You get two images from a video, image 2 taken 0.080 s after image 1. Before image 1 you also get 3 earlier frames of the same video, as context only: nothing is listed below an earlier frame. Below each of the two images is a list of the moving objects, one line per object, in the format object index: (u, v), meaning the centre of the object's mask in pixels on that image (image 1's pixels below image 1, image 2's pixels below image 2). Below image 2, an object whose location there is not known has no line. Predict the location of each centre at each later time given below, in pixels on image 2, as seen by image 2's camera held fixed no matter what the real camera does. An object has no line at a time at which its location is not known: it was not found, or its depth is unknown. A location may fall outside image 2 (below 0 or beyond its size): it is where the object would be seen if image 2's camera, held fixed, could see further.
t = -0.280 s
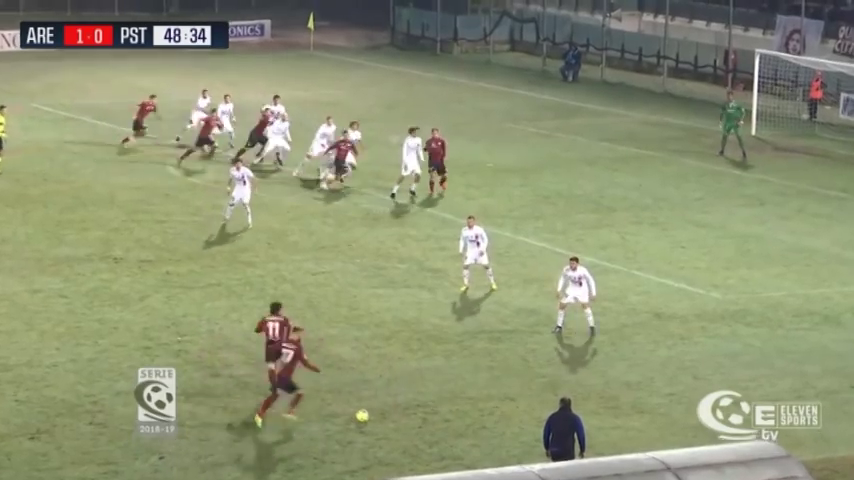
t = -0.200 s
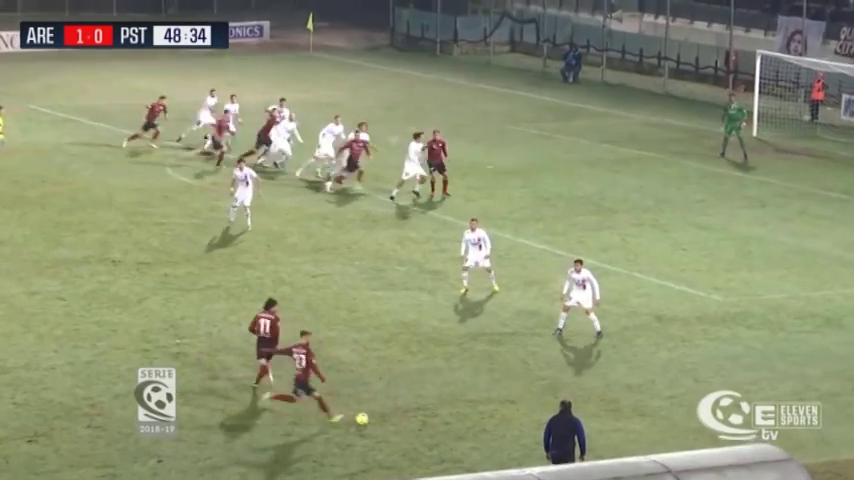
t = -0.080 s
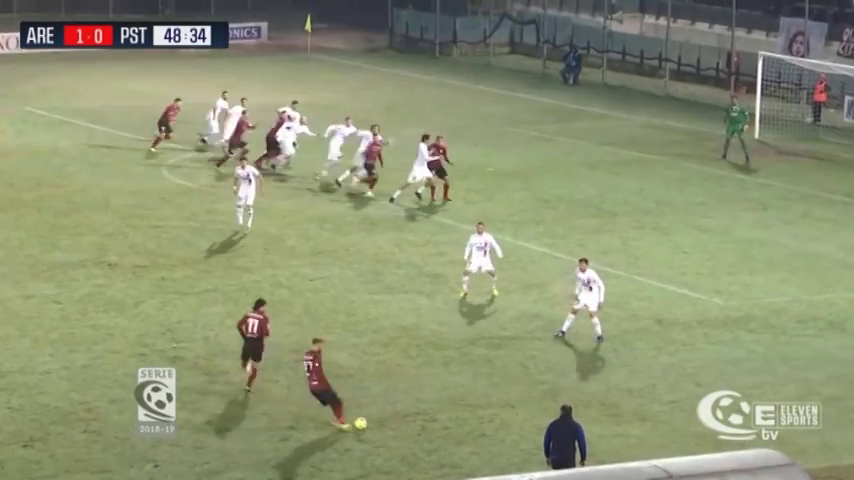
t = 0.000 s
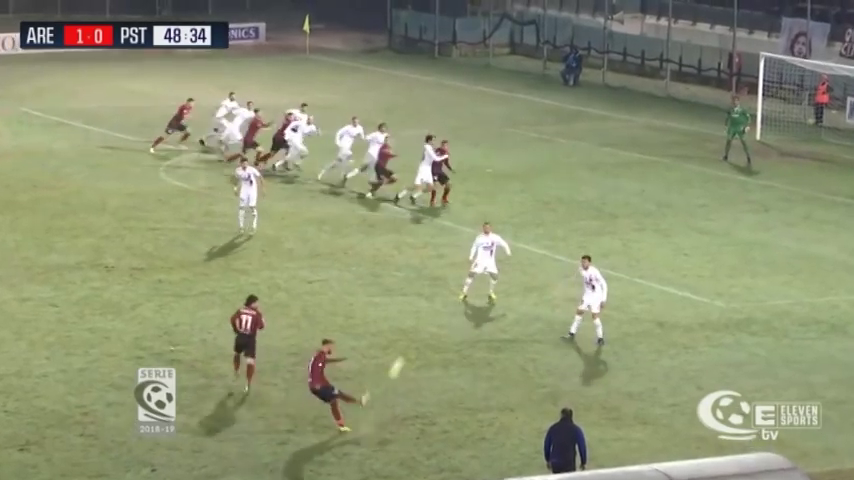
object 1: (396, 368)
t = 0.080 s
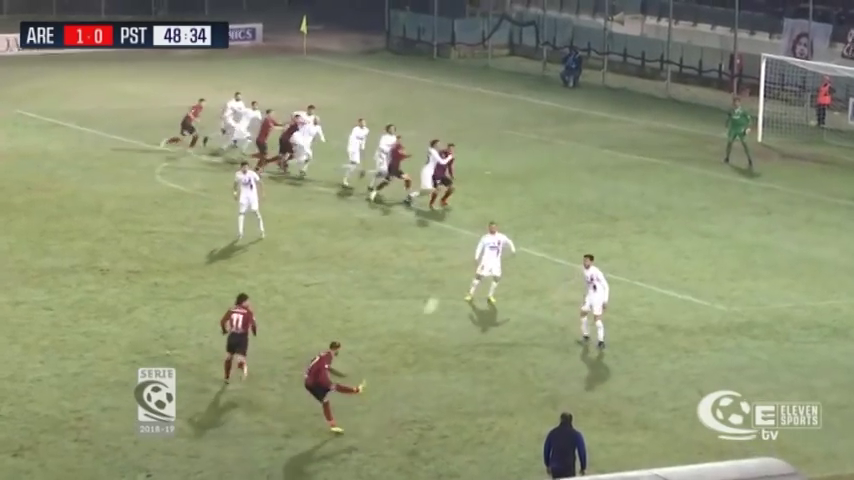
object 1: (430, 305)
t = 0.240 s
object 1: (489, 196)
